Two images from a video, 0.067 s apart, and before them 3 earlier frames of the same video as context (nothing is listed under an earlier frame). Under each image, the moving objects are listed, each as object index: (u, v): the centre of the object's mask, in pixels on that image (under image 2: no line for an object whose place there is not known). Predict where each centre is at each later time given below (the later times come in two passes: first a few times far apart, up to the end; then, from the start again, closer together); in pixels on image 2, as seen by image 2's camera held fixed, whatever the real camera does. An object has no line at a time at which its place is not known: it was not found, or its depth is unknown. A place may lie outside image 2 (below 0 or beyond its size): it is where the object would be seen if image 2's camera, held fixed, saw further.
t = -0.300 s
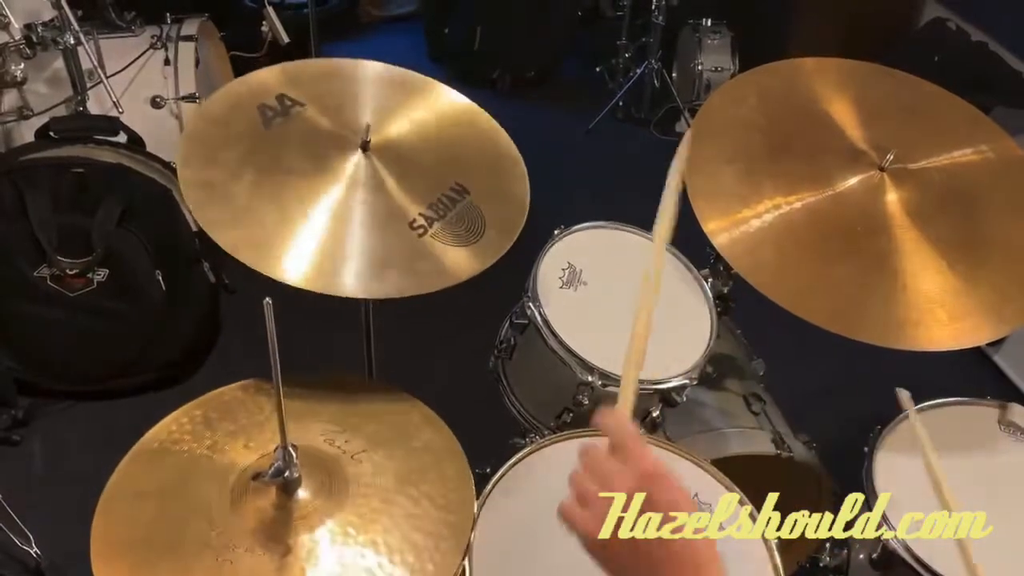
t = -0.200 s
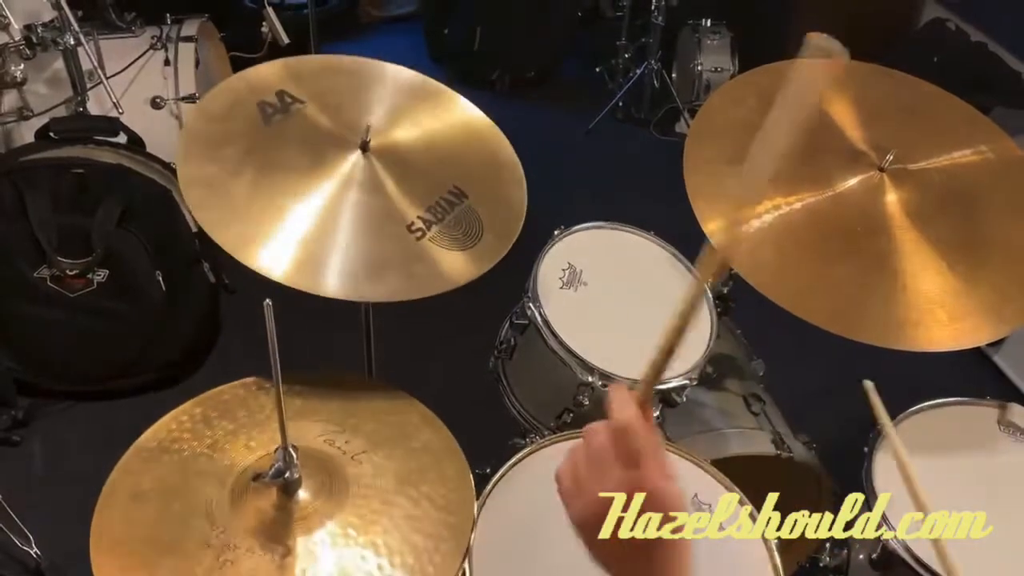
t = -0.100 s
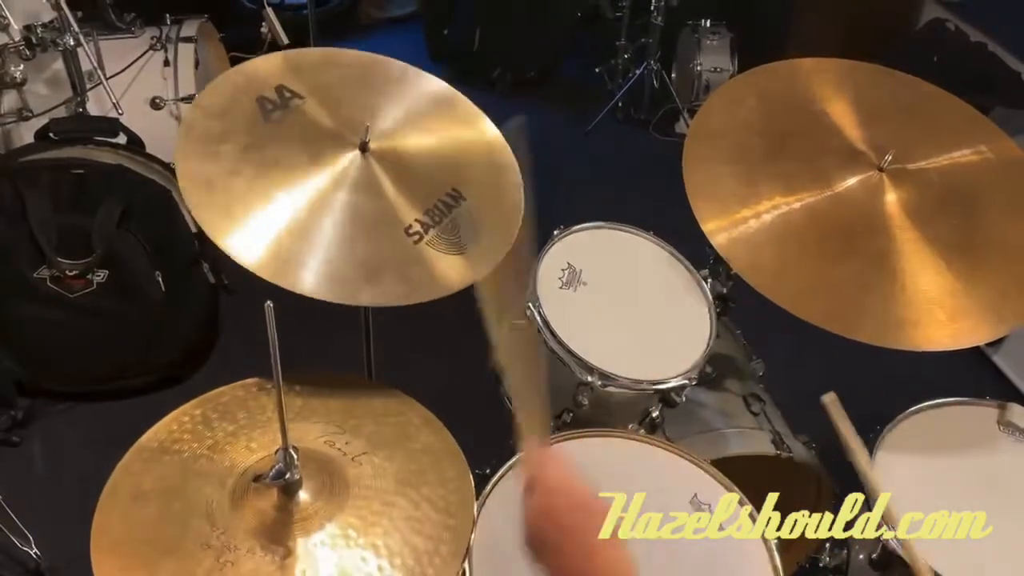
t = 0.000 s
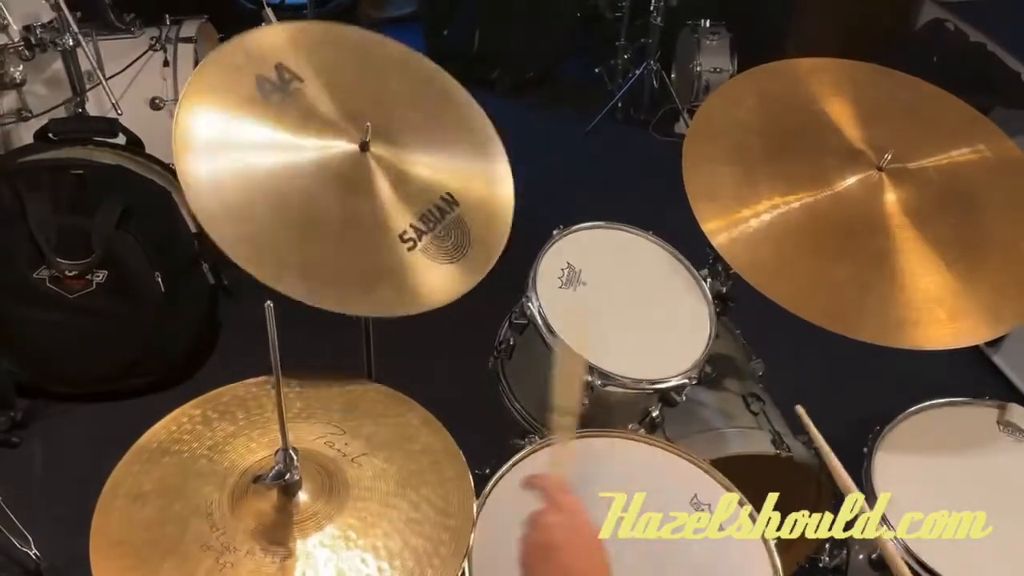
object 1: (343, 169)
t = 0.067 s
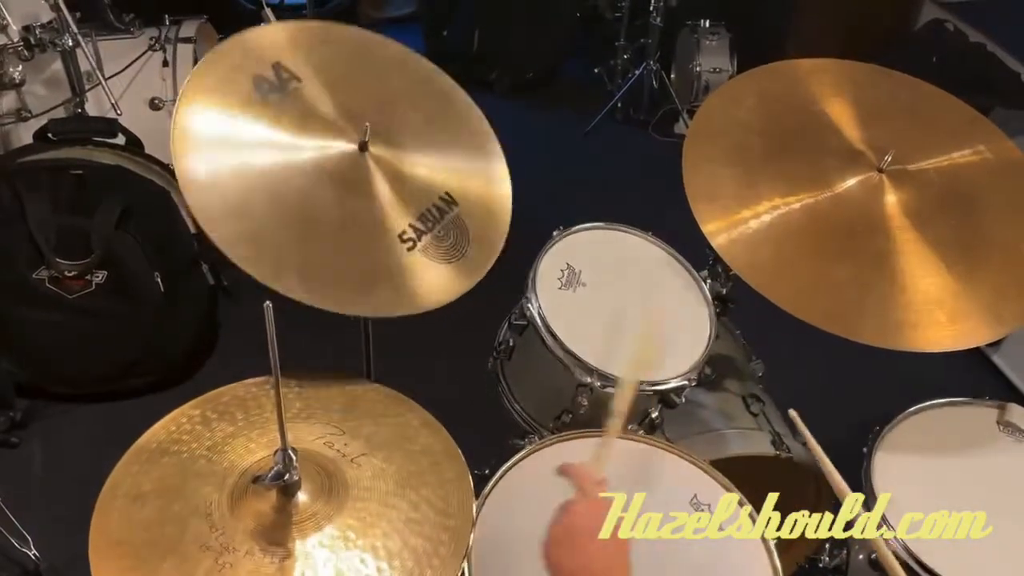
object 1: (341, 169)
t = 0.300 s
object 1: (358, 180)
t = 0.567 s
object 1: (347, 177)
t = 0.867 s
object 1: (353, 180)
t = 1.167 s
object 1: (346, 177)
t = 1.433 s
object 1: (350, 180)
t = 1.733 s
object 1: (348, 178)
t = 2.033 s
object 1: (348, 178)
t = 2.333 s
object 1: (348, 179)
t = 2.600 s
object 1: (348, 179)
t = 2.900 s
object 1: (348, 179)
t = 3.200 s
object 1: (348, 179)
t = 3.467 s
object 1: (348, 179)
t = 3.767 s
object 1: (348, 179)
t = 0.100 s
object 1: (341, 171)
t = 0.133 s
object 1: (344, 174)
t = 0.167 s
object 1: (347, 177)
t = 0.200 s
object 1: (350, 179)
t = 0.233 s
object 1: (353, 180)
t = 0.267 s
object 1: (355, 180)
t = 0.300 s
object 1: (358, 180)
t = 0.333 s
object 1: (360, 180)
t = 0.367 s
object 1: (360, 180)
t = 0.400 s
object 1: (359, 180)
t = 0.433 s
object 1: (358, 181)
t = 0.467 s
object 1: (356, 181)
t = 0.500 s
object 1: (353, 180)
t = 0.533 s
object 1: (350, 179)
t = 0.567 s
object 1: (347, 177)
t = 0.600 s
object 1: (345, 175)
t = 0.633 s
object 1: (344, 173)
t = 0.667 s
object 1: (343, 173)
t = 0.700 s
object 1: (344, 174)
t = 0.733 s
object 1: (345, 175)
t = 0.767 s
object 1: (347, 177)
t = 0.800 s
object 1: (350, 179)
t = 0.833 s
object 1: (352, 180)
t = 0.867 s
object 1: (353, 180)
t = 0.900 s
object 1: (354, 180)
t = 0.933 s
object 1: (354, 181)
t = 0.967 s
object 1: (354, 181)
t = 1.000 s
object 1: (353, 181)
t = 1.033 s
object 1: (352, 180)
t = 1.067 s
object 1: (350, 180)
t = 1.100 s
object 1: (349, 179)
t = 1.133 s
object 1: (347, 178)
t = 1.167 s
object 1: (346, 177)
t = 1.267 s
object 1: (347, 177)
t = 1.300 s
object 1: (348, 178)
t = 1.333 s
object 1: (349, 179)
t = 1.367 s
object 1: (350, 180)
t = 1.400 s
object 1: (350, 180)
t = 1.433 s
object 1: (350, 180)
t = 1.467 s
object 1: (350, 180)
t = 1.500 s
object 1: (350, 180)
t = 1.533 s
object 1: (349, 180)
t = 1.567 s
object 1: (348, 179)
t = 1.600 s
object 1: (347, 178)
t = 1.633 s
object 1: (347, 178)
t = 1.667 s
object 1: (347, 177)
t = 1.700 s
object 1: (348, 178)
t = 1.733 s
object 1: (348, 178)
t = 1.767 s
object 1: (348, 179)
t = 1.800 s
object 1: (349, 179)
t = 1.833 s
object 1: (349, 180)
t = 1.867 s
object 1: (349, 180)
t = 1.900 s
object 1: (348, 180)
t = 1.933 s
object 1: (348, 179)
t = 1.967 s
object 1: (348, 179)
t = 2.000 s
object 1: (348, 178)
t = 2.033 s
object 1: (348, 178)
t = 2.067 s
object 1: (348, 178)
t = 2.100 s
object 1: (348, 178)
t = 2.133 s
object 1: (348, 179)
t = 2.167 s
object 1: (348, 179)
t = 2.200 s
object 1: (348, 179)
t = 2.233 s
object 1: (348, 179)
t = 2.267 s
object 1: (348, 179)
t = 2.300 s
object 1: (348, 179)
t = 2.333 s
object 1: (348, 179)
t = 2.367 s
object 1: (348, 179)
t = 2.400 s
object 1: (348, 179)
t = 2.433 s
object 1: (348, 179)
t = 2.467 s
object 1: (348, 179)
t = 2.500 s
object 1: (348, 179)
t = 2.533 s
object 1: (348, 179)
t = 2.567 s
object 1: (348, 179)
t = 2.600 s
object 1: (348, 179)
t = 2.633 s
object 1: (348, 179)
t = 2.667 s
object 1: (348, 179)
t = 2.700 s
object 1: (348, 179)
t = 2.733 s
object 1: (348, 179)
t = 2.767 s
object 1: (348, 179)
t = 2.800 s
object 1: (348, 179)
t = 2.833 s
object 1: (348, 179)
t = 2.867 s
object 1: (348, 179)
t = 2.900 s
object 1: (348, 179)
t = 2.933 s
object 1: (348, 179)
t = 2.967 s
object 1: (348, 179)
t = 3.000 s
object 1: (348, 179)
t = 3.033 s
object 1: (348, 179)
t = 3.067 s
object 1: (348, 179)
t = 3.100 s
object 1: (348, 179)
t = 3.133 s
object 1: (348, 179)
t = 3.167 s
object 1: (348, 179)
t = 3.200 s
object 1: (348, 179)
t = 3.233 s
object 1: (348, 179)
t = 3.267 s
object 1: (348, 179)
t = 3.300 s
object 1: (348, 179)
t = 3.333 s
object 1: (348, 179)
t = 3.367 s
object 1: (348, 179)
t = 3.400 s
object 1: (348, 179)
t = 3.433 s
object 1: (348, 179)
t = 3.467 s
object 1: (348, 179)
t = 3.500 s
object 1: (348, 179)
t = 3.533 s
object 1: (348, 179)
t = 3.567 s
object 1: (348, 179)
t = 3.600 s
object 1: (348, 179)
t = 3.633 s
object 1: (348, 179)
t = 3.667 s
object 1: (348, 179)
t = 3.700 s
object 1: (348, 179)
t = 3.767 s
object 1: (348, 179)
